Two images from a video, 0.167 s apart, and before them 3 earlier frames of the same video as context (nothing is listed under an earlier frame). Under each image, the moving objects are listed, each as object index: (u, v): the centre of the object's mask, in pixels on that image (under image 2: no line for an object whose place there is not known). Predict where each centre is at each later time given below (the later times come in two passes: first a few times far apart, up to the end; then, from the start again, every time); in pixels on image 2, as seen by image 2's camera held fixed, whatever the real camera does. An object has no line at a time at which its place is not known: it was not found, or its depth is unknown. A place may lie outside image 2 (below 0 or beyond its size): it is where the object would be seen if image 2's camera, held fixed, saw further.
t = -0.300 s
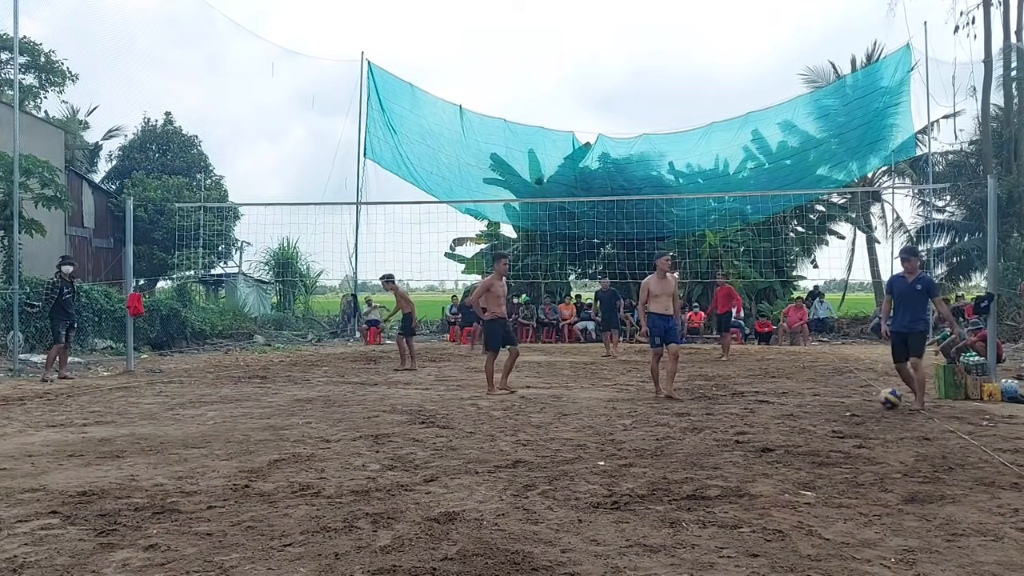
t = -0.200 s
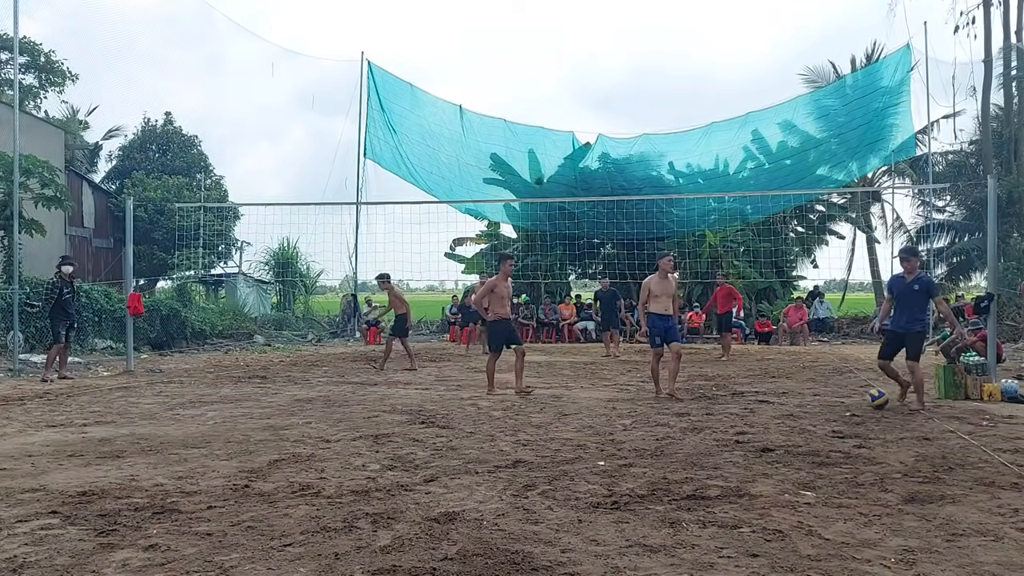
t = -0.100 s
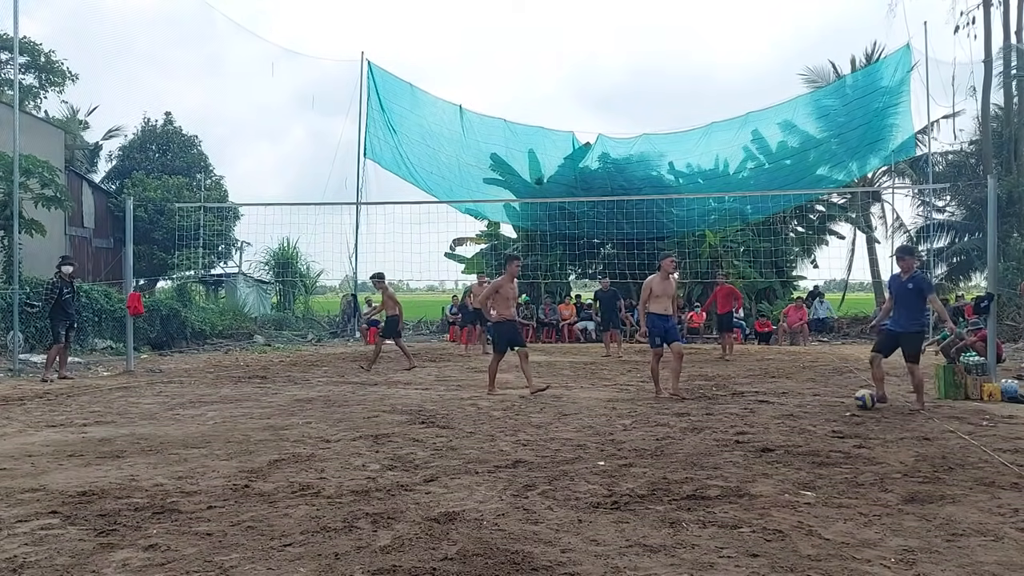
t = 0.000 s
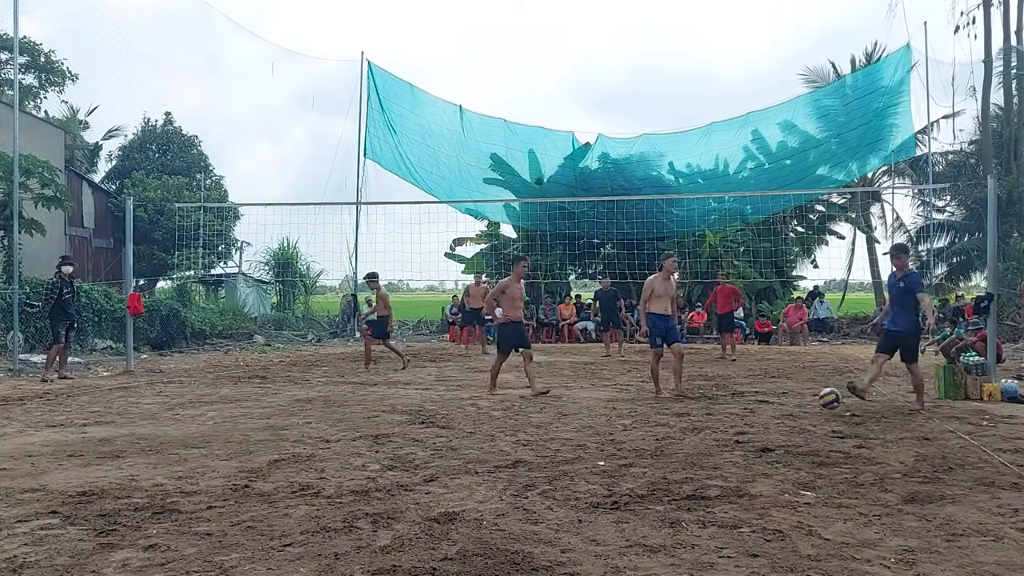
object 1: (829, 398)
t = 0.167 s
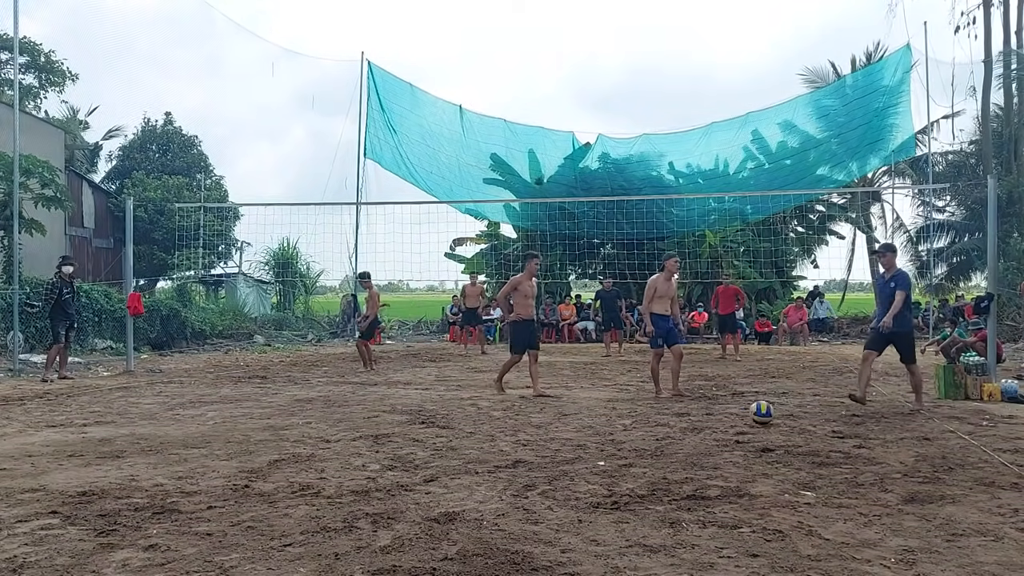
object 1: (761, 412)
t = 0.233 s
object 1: (734, 418)
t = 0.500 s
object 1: (635, 417)
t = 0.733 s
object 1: (543, 430)
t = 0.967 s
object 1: (441, 446)
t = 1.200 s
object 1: (325, 460)
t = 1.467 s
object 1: (177, 478)
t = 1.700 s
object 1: (38, 488)
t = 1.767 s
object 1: (9, 488)
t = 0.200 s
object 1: (747, 414)
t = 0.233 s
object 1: (734, 418)
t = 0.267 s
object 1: (719, 422)
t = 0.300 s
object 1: (707, 417)
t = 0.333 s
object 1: (696, 414)
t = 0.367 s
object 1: (684, 412)
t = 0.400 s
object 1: (672, 411)
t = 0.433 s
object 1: (661, 412)
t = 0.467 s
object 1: (648, 414)
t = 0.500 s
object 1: (635, 417)
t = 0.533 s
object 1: (622, 422)
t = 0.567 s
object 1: (609, 429)
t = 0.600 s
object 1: (597, 437)
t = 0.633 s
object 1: (582, 434)
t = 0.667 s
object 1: (570, 431)
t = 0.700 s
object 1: (557, 430)
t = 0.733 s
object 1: (543, 430)
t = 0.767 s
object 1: (529, 432)
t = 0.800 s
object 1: (515, 435)
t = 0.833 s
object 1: (500, 440)
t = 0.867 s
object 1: (487, 447)
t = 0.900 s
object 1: (472, 451)
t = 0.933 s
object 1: (457, 447)
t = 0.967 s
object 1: (441, 446)
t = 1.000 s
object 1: (425, 446)
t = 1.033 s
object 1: (411, 449)
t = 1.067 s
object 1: (393, 453)
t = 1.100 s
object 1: (377, 459)
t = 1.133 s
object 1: (360, 459)
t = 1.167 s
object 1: (343, 459)
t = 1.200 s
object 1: (325, 460)
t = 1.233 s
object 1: (308, 463)
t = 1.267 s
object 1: (290, 468)
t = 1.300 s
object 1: (272, 469)
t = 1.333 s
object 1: (253, 469)
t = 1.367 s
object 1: (234, 472)
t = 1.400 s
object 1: (215, 475)
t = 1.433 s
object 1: (196, 477)
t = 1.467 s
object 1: (177, 478)
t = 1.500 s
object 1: (158, 475)
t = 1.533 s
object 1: (139, 474)
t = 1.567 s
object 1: (120, 475)
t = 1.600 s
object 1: (100, 479)
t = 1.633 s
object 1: (80, 484)
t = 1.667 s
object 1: (59, 486)
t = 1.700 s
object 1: (38, 488)
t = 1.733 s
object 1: (19, 488)
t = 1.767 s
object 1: (9, 488)
